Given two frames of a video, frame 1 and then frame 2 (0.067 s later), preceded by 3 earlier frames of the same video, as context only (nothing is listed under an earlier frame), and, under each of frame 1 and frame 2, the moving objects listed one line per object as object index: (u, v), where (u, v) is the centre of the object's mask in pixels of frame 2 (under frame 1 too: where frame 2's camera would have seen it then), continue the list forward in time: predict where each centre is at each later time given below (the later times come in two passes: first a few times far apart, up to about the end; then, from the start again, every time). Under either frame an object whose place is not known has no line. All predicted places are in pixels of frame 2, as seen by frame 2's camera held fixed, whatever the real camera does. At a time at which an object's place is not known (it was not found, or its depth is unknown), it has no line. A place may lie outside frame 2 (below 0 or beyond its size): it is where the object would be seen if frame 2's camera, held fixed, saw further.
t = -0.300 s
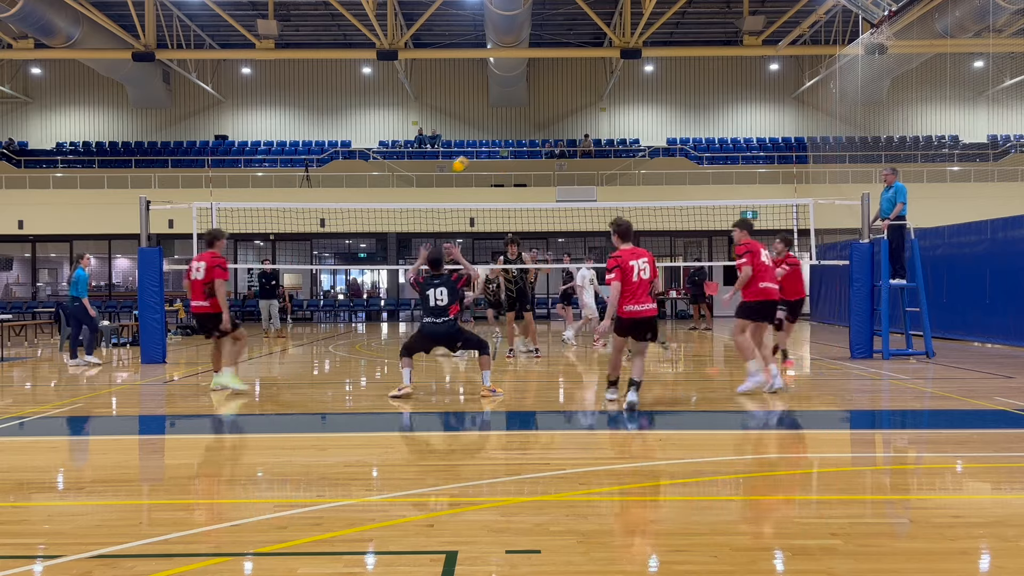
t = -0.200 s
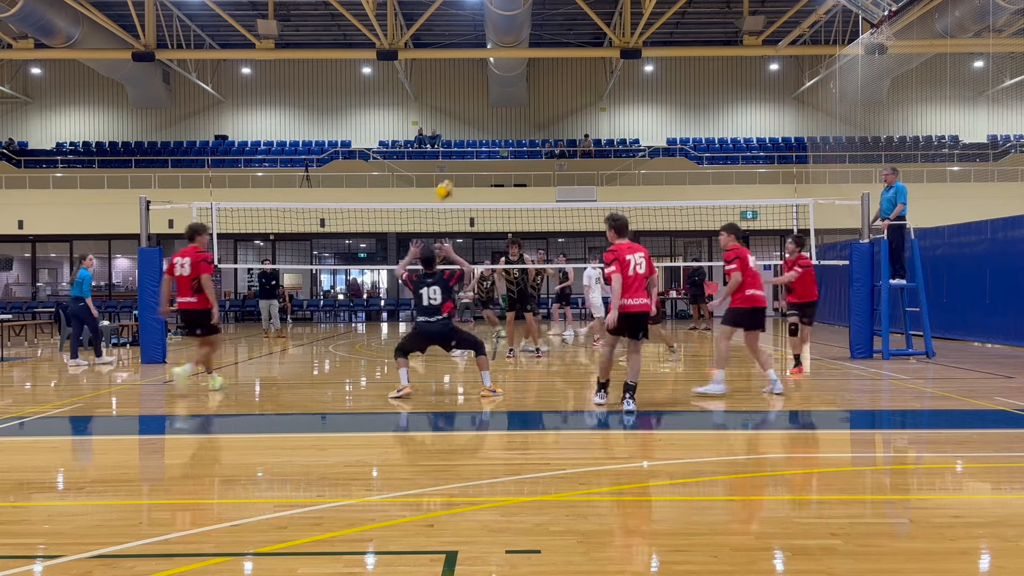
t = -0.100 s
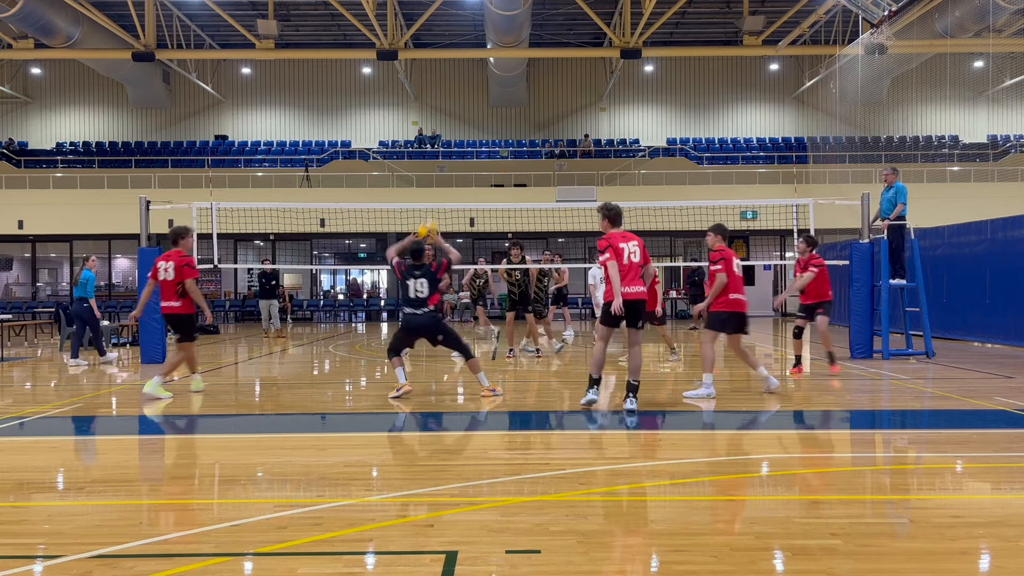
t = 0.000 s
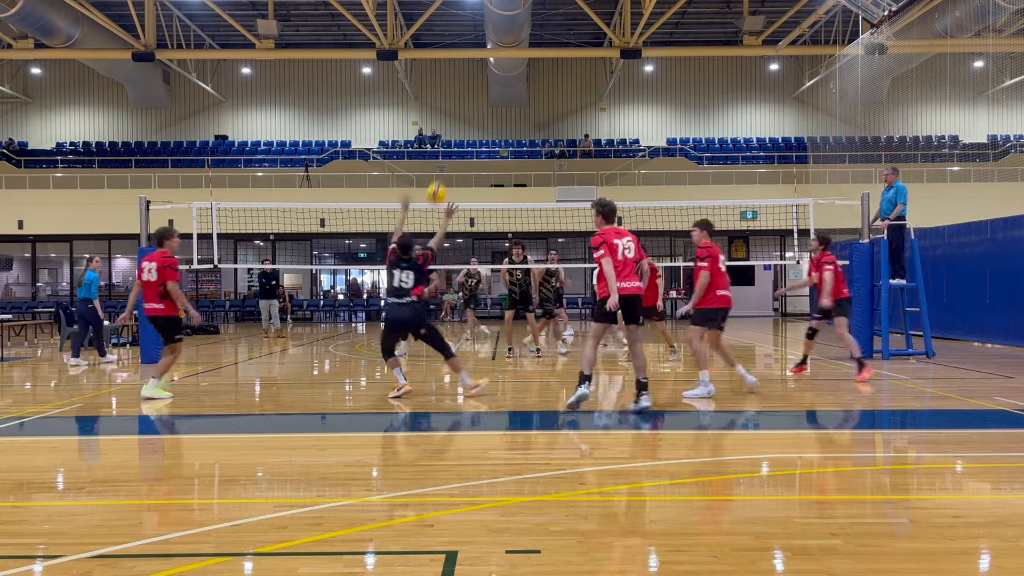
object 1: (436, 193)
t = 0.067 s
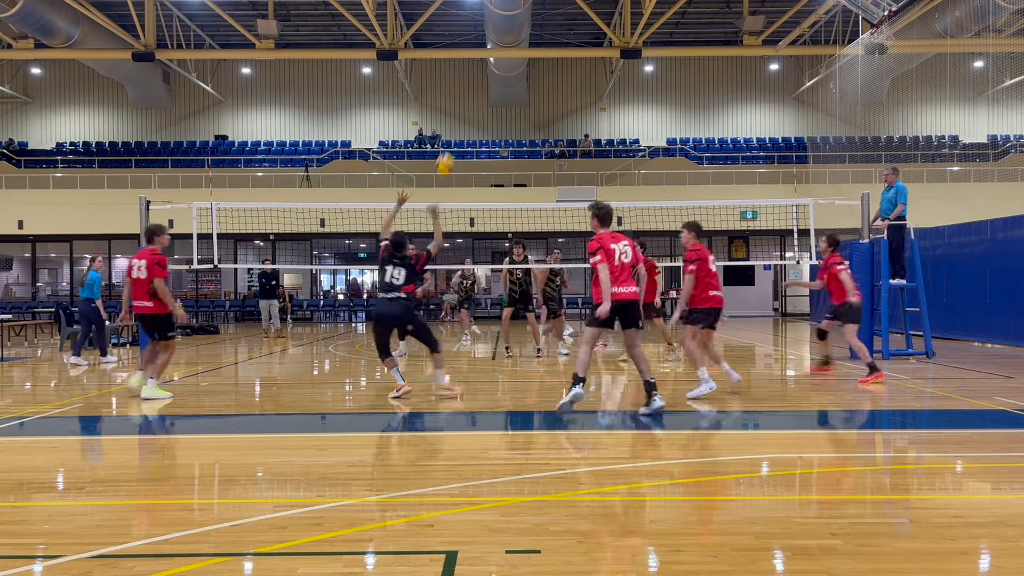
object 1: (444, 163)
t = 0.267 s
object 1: (469, 106)
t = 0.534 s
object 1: (496, 89)
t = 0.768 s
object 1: (515, 115)
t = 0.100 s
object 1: (450, 151)
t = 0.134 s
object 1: (453, 139)
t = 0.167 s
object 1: (457, 129)
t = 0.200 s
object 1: (461, 120)
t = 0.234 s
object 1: (465, 112)
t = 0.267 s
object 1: (469, 106)
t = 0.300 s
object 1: (472, 101)
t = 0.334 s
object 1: (476, 96)
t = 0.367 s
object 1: (480, 93)
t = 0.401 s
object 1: (483, 90)
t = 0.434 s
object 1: (486, 88)
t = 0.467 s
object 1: (489, 87)
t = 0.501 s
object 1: (493, 88)
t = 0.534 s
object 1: (496, 89)
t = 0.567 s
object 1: (499, 90)
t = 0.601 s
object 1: (502, 92)
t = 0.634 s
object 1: (504, 96)
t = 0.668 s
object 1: (507, 99)
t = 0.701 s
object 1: (510, 104)
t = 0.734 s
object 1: (512, 109)
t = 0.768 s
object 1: (515, 115)
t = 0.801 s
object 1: (517, 121)
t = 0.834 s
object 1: (520, 128)
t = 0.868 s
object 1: (522, 135)
